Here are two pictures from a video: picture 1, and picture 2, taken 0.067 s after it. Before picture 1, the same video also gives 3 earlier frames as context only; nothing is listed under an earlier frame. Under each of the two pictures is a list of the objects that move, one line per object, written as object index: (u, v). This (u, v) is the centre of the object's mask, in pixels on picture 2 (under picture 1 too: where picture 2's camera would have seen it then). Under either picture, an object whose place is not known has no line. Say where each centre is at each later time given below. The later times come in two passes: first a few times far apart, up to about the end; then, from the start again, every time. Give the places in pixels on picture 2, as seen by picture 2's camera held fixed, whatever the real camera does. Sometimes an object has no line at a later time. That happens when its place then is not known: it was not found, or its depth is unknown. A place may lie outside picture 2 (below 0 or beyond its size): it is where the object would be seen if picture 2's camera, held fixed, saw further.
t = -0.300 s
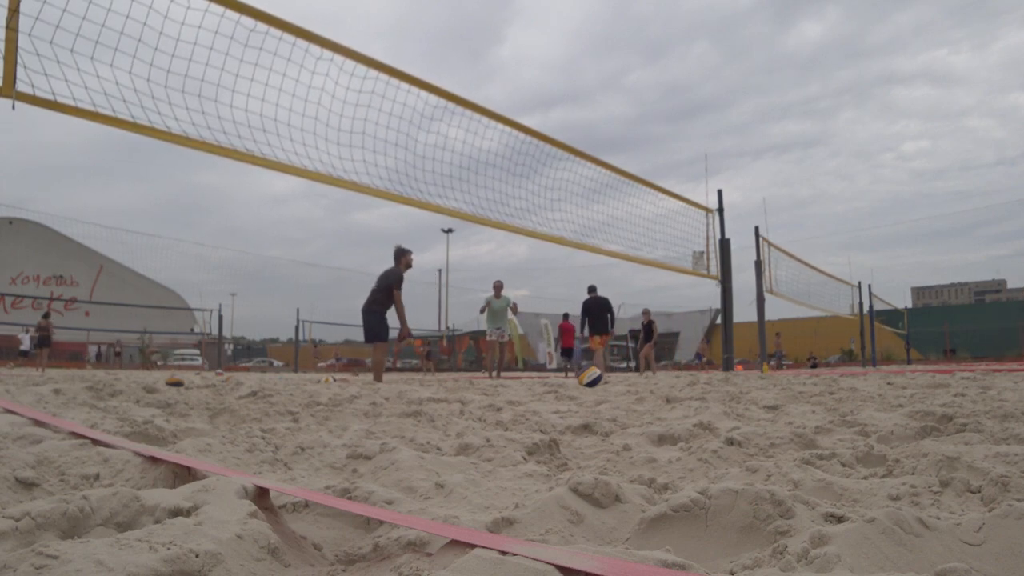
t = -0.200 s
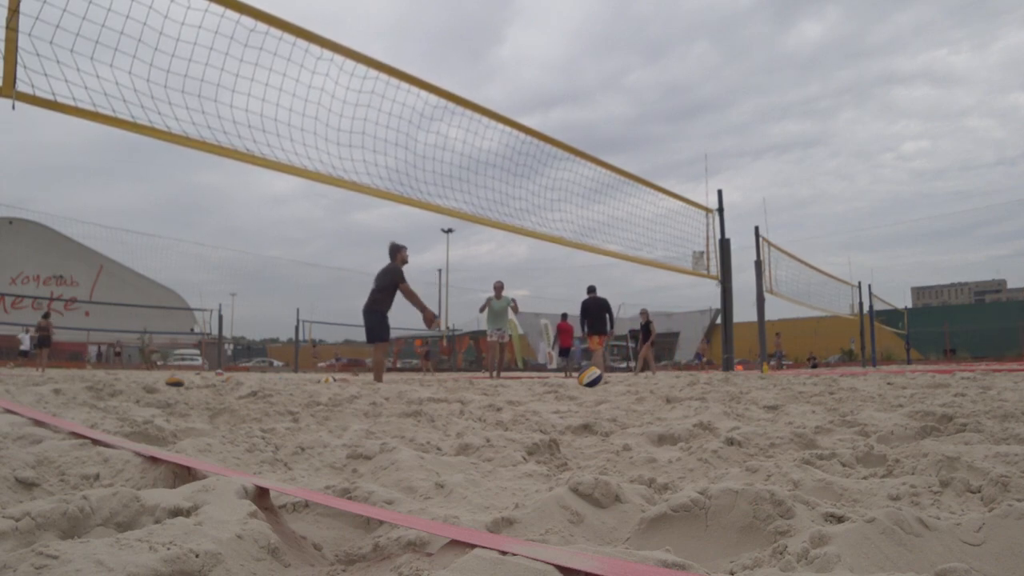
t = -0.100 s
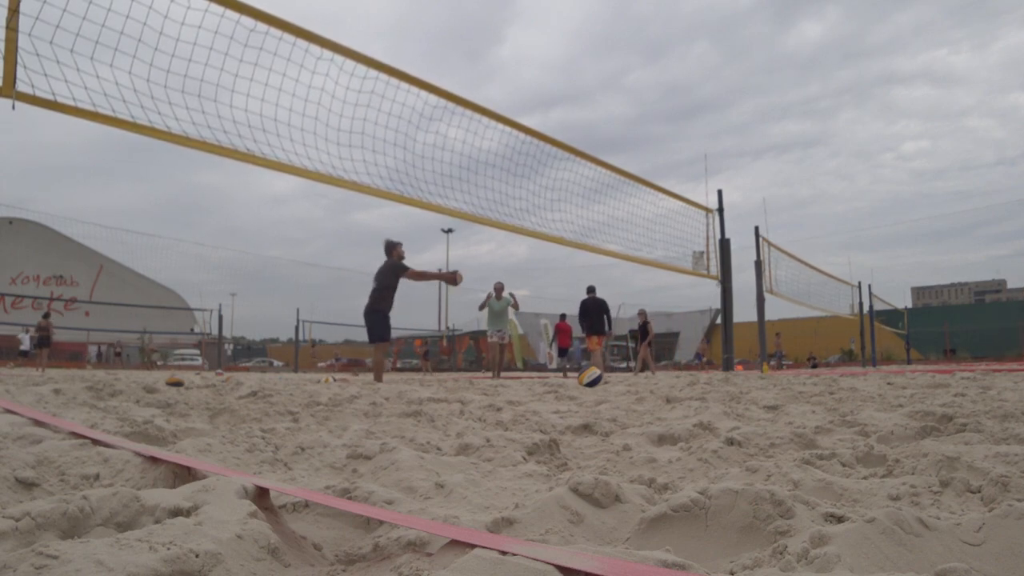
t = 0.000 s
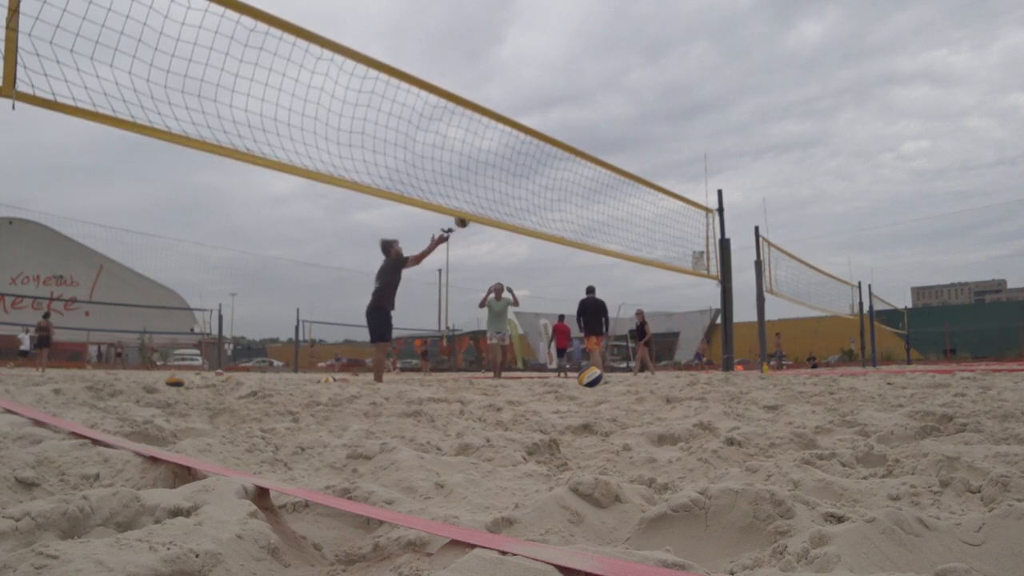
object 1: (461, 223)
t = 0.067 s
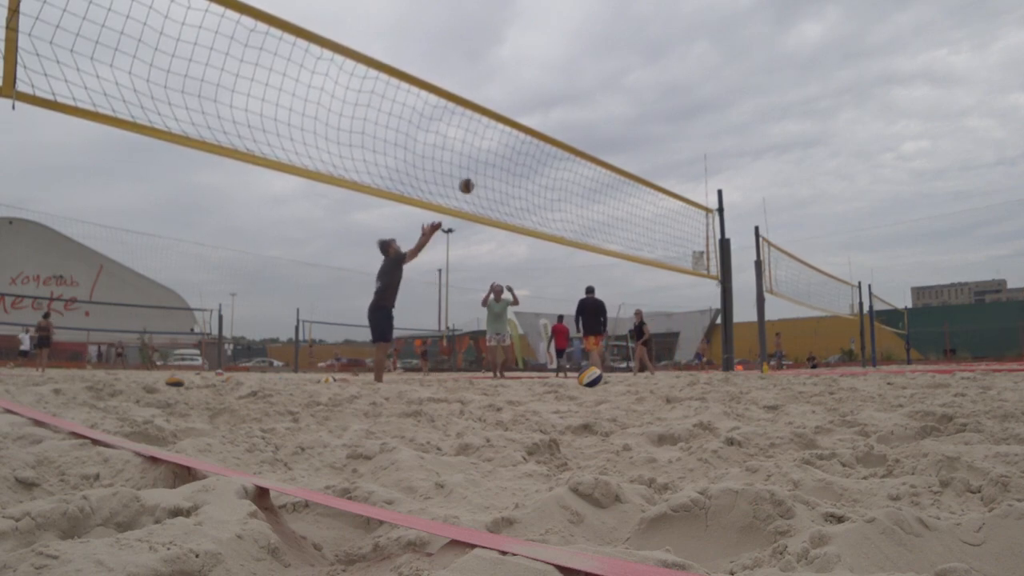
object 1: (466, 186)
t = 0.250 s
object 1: (474, 115)
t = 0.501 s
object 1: (486, 55)
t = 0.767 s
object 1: (496, 42)
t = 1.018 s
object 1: (501, 71)
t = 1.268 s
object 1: (503, 144)
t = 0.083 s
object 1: (467, 178)
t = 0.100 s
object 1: (468, 170)
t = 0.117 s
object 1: (469, 163)
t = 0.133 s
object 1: (469, 155)
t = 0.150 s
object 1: (470, 148)
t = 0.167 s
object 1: (471, 142)
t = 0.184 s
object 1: (472, 135)
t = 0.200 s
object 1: (473, 129)
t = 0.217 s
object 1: (474, 123)
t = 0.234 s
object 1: (474, 118)
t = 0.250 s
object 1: (474, 115)
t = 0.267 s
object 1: (476, 106)
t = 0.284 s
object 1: (478, 99)
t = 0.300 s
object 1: (478, 96)
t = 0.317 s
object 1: (478, 92)
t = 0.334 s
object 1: (479, 88)
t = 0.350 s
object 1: (480, 83)
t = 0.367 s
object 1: (481, 79)
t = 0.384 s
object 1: (481, 76)
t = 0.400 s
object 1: (482, 72)
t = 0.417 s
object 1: (483, 69)
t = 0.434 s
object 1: (484, 66)
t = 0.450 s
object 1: (484, 63)
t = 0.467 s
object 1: (485, 60)
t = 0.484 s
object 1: (486, 57)
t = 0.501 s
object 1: (486, 55)
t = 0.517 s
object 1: (487, 53)
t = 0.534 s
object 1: (488, 51)
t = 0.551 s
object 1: (488, 49)
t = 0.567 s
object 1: (489, 47)
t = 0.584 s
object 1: (490, 46)
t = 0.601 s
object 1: (490, 44)
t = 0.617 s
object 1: (491, 43)
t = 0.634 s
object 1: (492, 42)
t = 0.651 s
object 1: (492, 42)
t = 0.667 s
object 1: (493, 41)
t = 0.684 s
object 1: (493, 41)
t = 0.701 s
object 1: (494, 41)
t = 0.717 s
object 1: (494, 40)
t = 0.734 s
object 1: (495, 41)
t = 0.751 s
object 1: (495, 41)
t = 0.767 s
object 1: (496, 42)
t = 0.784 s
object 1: (496, 42)
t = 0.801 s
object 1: (497, 43)
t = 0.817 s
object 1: (497, 44)
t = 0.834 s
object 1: (497, 45)
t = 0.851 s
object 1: (498, 47)
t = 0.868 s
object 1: (498, 49)
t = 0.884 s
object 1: (499, 50)
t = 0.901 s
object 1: (499, 52)
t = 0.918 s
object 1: (499, 55)
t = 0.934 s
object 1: (500, 57)
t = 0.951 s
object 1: (500, 60)
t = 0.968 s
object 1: (500, 62)
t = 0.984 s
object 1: (501, 65)
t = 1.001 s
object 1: (501, 68)
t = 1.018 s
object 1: (501, 71)
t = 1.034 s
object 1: (501, 75)
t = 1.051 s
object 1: (502, 79)
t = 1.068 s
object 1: (502, 82)
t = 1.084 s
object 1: (502, 86)
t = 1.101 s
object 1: (502, 91)
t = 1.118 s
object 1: (503, 95)
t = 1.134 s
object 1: (503, 100)
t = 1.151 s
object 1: (503, 105)
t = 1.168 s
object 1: (503, 109)
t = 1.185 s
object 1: (505, 112)
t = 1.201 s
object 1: (503, 120)
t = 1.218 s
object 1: (503, 128)
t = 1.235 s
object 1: (503, 132)
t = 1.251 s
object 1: (503, 138)
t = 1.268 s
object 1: (503, 144)
